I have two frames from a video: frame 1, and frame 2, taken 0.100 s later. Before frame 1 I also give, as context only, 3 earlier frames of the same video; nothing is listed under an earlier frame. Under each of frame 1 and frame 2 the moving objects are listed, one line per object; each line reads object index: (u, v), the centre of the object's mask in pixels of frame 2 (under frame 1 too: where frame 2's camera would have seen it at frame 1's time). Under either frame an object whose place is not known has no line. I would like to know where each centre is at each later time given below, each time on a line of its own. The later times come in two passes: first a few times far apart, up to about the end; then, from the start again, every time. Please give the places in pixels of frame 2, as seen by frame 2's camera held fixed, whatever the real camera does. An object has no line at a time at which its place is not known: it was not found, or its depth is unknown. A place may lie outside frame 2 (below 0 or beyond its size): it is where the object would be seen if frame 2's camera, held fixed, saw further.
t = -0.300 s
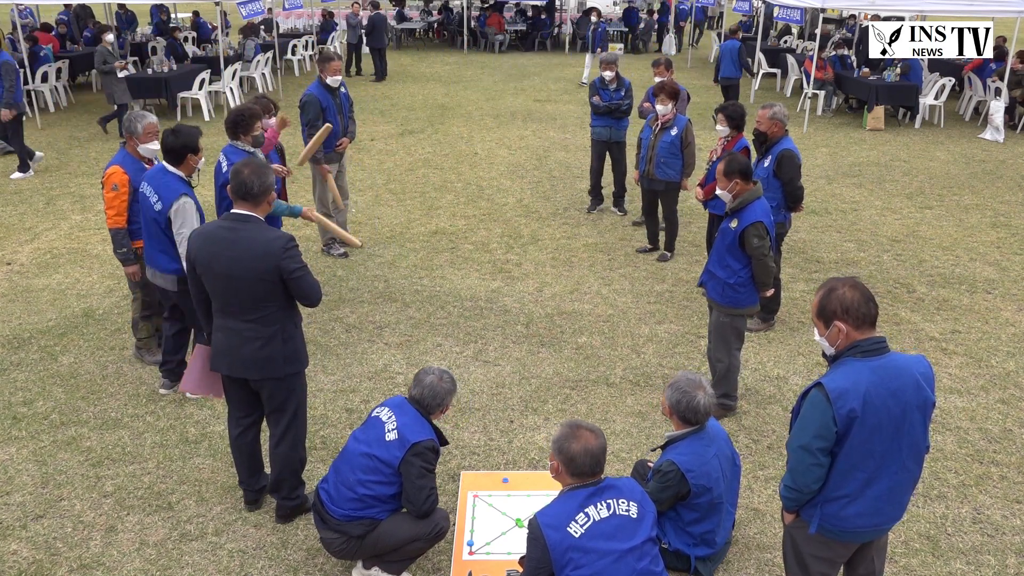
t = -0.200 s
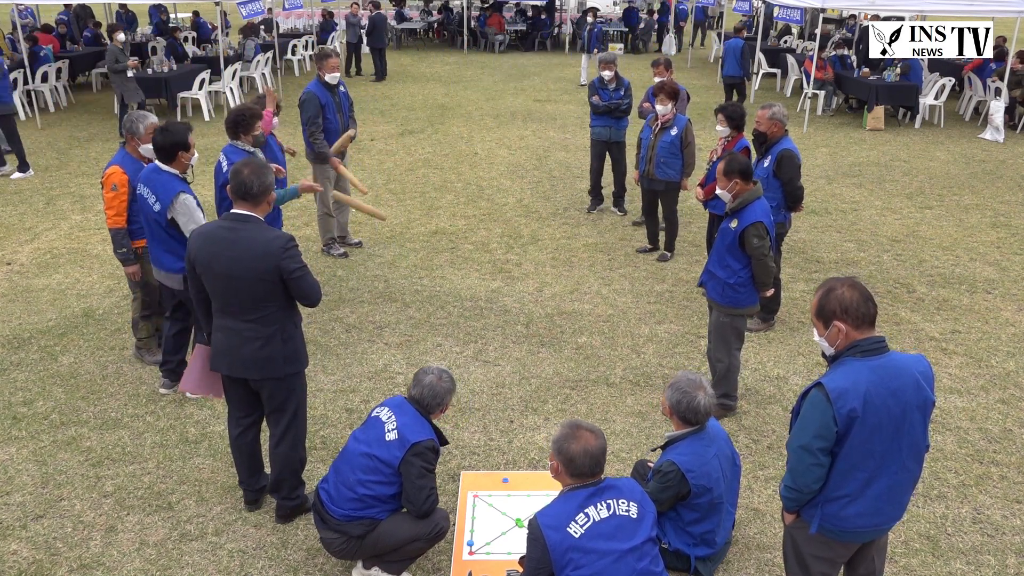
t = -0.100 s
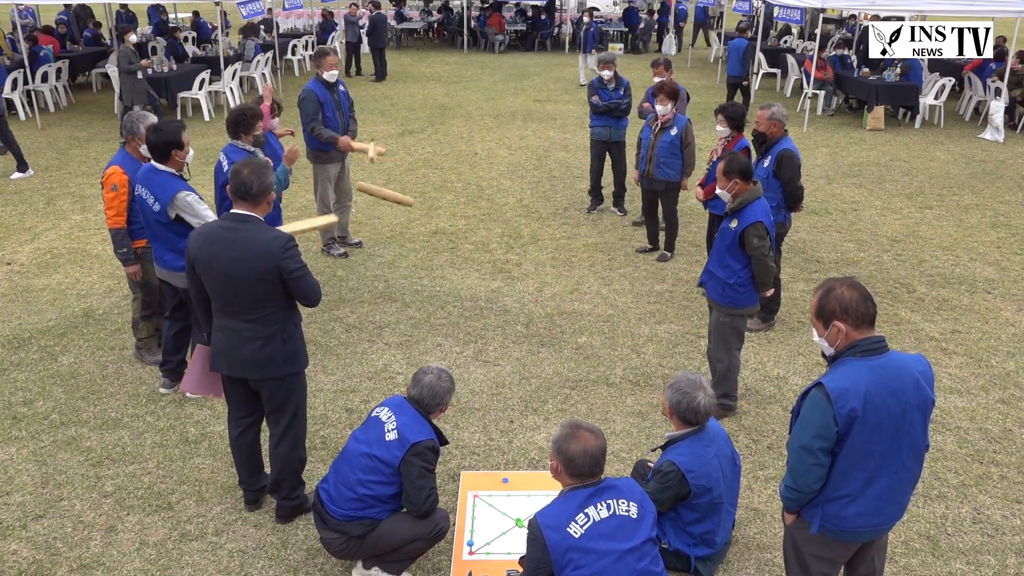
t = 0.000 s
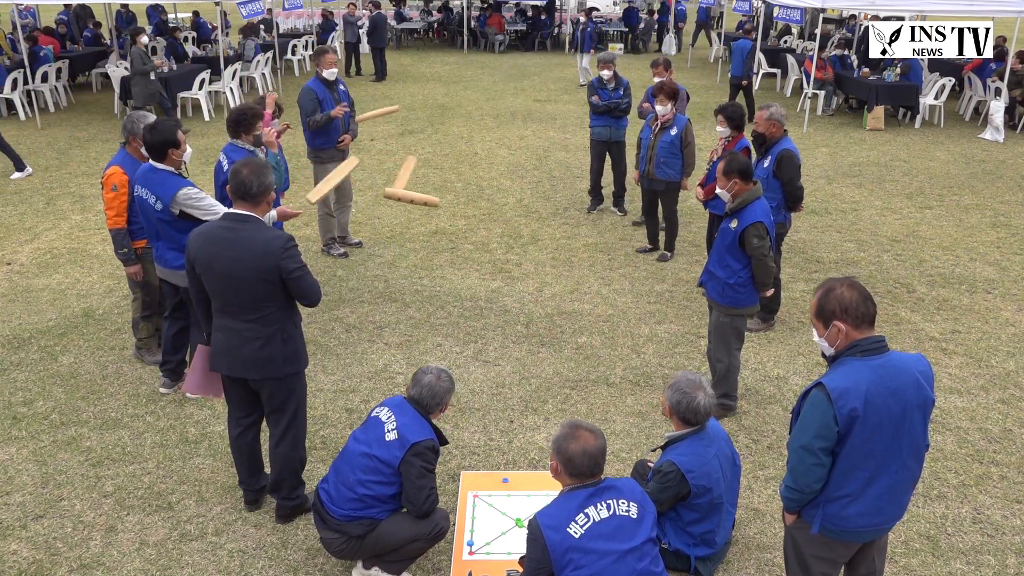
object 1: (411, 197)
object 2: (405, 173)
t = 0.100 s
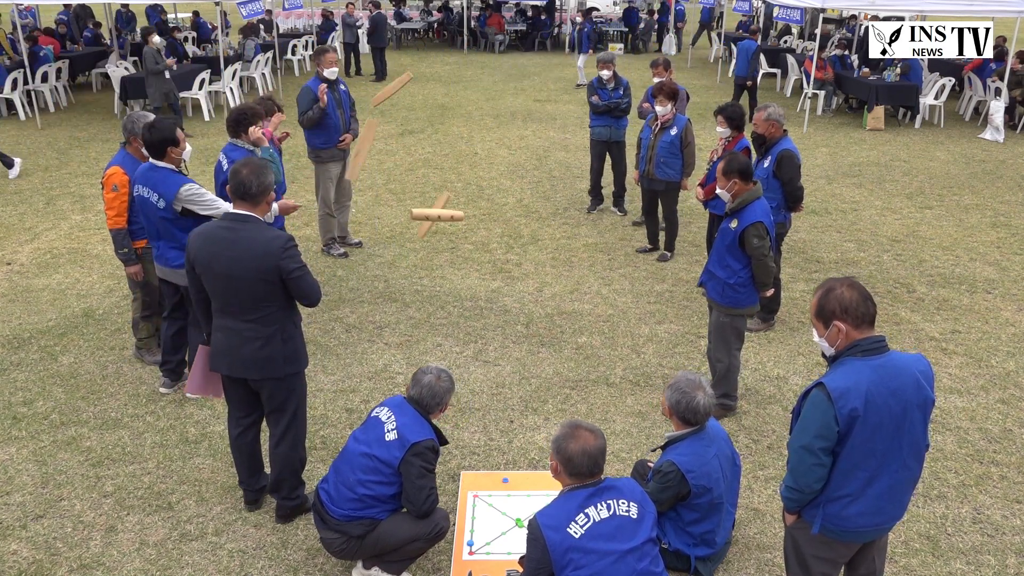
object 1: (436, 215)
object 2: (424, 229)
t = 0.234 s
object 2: (473, 285)
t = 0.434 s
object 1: (521, 321)
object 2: (498, 294)
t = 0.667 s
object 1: (569, 335)
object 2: (516, 318)
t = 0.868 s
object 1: (606, 350)
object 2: (511, 328)
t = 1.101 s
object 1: (637, 362)
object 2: (509, 331)
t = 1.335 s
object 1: (648, 376)
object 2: (510, 331)
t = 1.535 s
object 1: (647, 381)
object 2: (510, 331)
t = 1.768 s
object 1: (646, 381)
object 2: (510, 331)
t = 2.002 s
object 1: (647, 381)
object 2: (510, 331)
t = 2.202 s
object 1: (647, 381)
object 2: (510, 331)
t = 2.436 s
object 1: (646, 381)
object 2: (510, 331)
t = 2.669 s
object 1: (642, 382)
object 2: (510, 331)
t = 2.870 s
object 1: (638, 382)
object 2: (510, 331)
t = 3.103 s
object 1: (635, 383)
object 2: (510, 331)
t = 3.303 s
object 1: (634, 383)
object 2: (510, 331)
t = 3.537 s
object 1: (633, 383)
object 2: (510, 331)
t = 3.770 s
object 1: (632, 383)
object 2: (510, 331)
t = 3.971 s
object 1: (632, 383)
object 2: (510, 331)
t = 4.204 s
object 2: (510, 331)
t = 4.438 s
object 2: (510, 331)
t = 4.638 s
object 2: (510, 332)
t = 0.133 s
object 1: (445, 224)
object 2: (436, 240)
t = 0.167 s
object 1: (453, 234)
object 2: (451, 251)
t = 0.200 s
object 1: (463, 246)
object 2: (465, 264)
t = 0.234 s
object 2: (473, 285)
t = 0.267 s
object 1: (479, 273)
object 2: (484, 303)
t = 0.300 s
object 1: (488, 289)
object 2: (490, 313)
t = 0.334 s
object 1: (495, 306)
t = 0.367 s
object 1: (506, 319)
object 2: (494, 296)
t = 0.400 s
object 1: (515, 324)
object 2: (496, 296)
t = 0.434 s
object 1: (521, 321)
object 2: (498, 294)
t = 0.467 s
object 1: (527, 319)
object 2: (502, 292)
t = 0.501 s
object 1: (534, 318)
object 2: (502, 296)
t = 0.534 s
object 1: (541, 318)
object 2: (507, 297)
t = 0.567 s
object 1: (549, 319)
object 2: (508, 300)
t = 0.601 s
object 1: (555, 324)
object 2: (512, 305)
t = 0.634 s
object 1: (562, 329)
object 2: (514, 313)
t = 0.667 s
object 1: (569, 335)
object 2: (516, 318)
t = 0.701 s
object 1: (575, 340)
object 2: (516, 322)
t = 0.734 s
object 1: (580, 344)
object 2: (516, 328)
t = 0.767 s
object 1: (587, 344)
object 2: (515, 330)
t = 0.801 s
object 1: (594, 345)
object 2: (514, 330)
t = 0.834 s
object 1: (601, 348)
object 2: (513, 329)
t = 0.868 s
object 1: (606, 350)
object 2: (511, 328)
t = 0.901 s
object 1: (610, 351)
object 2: (509, 328)
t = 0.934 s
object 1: (617, 353)
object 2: (507, 329)
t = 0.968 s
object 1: (623, 356)
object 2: (507, 329)
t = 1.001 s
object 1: (625, 359)
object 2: (507, 330)
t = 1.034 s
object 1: (629, 359)
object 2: (508, 330)
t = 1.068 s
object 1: (632, 360)
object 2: (508, 330)
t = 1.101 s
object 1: (637, 362)
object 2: (509, 331)
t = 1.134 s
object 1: (639, 365)
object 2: (510, 331)
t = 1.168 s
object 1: (644, 370)
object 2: (510, 331)
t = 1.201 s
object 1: (646, 370)
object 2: (510, 331)
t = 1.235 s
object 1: (648, 371)
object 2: (510, 331)
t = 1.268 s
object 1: (648, 373)
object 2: (510, 331)
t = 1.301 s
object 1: (648, 374)
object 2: (510, 331)
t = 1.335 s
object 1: (648, 376)
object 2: (510, 331)
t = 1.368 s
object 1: (647, 380)
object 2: (510, 331)
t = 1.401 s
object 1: (649, 380)
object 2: (510, 331)
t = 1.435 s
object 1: (648, 379)
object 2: (510, 331)
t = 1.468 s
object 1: (647, 380)
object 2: (510, 331)
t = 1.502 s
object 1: (647, 381)
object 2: (510, 331)
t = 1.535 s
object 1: (647, 381)
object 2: (510, 331)
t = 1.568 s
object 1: (647, 381)
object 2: (510, 331)
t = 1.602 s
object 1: (646, 381)
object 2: (510, 331)
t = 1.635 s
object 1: (646, 381)
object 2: (510, 331)
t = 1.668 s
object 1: (646, 381)
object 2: (510, 331)
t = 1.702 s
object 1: (646, 381)
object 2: (510, 331)
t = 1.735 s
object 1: (646, 381)
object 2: (510, 331)
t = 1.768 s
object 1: (646, 381)
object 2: (510, 331)
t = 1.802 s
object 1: (646, 381)
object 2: (510, 331)
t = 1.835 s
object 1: (646, 381)
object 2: (510, 331)
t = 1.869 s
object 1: (647, 381)
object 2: (510, 331)
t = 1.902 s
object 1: (647, 381)
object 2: (510, 331)
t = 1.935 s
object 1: (647, 381)
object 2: (510, 331)
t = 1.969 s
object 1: (647, 381)
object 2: (510, 331)
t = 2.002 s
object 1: (647, 381)
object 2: (510, 331)
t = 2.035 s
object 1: (647, 381)
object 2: (510, 331)
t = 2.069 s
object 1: (647, 381)
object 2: (510, 331)
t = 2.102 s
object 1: (647, 381)
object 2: (510, 331)
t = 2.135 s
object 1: (647, 381)
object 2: (510, 331)
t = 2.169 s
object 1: (647, 381)
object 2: (510, 331)
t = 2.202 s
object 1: (647, 381)
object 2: (510, 331)
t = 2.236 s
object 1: (648, 381)
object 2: (510, 331)
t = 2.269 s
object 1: (647, 381)
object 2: (510, 331)
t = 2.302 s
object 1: (647, 381)
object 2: (510, 331)
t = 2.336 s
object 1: (647, 381)
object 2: (510, 331)
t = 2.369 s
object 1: (647, 381)
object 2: (510, 331)
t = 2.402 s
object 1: (647, 381)
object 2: (510, 331)
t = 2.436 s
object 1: (646, 381)
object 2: (510, 331)
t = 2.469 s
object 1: (646, 381)
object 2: (510, 331)
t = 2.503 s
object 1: (645, 381)
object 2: (510, 331)
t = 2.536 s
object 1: (645, 381)
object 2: (510, 331)
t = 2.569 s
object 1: (644, 382)
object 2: (510, 331)
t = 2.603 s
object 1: (643, 382)
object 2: (510, 331)
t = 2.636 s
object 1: (642, 382)
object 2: (510, 331)
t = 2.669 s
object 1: (642, 382)
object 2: (510, 331)
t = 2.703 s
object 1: (640, 382)
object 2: (510, 331)
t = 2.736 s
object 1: (640, 382)
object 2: (510, 331)
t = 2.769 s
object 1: (639, 382)
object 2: (510, 331)
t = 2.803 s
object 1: (639, 382)
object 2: (510, 331)
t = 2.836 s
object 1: (638, 382)
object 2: (510, 331)
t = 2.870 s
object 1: (638, 382)
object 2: (510, 331)
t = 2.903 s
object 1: (638, 382)
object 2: (510, 331)
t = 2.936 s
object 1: (637, 383)
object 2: (510, 331)
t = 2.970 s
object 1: (637, 383)
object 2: (510, 331)
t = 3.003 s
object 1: (636, 383)
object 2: (510, 331)
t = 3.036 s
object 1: (636, 383)
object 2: (510, 331)
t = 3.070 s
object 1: (636, 383)
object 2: (510, 331)
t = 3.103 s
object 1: (635, 383)
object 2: (510, 331)
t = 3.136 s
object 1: (635, 383)
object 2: (510, 331)
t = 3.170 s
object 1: (635, 383)
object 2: (510, 331)
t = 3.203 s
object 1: (635, 383)
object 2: (510, 331)
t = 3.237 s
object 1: (634, 383)
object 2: (510, 331)
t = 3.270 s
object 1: (634, 383)
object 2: (510, 331)
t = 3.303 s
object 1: (634, 383)
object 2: (510, 331)
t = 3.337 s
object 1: (633, 383)
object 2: (510, 331)
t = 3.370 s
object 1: (633, 383)
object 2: (510, 331)
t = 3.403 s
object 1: (633, 383)
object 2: (510, 331)
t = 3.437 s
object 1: (633, 383)
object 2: (510, 331)
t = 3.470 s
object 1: (633, 383)
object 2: (510, 331)
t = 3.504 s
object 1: (633, 383)
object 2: (510, 331)
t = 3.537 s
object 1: (633, 383)
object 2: (510, 331)
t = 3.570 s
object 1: (633, 383)
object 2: (510, 331)
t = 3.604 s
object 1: (632, 383)
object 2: (510, 331)
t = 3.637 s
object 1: (632, 383)
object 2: (510, 331)
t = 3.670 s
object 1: (632, 383)
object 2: (510, 331)
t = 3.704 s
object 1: (632, 383)
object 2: (510, 331)
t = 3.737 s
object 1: (632, 383)
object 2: (510, 331)
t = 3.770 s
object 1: (632, 383)
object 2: (510, 331)
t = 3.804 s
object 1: (632, 383)
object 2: (510, 331)
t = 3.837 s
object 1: (632, 383)
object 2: (510, 331)
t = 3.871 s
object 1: (632, 383)
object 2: (510, 331)
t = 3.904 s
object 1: (632, 383)
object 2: (510, 331)
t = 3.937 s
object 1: (632, 383)
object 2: (510, 331)
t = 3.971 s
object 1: (632, 383)
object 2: (510, 331)
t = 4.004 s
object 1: (632, 383)
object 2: (510, 331)
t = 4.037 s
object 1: (632, 383)
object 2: (510, 331)
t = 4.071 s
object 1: (632, 383)
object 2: (510, 331)
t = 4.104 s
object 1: (632, 383)
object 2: (510, 331)
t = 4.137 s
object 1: (632, 383)
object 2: (510, 331)
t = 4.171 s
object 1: (632, 383)
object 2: (510, 331)
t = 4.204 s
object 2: (510, 331)
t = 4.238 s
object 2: (510, 331)
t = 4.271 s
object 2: (510, 331)
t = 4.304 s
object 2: (510, 331)
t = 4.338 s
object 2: (510, 331)
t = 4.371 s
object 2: (510, 331)
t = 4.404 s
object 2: (510, 331)
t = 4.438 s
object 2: (510, 331)
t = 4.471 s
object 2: (510, 331)
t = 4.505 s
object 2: (510, 331)
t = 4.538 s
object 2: (510, 331)
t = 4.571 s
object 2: (510, 331)
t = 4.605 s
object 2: (510, 331)
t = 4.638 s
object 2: (510, 332)
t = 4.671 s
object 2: (510, 332)
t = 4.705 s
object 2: (510, 331)
